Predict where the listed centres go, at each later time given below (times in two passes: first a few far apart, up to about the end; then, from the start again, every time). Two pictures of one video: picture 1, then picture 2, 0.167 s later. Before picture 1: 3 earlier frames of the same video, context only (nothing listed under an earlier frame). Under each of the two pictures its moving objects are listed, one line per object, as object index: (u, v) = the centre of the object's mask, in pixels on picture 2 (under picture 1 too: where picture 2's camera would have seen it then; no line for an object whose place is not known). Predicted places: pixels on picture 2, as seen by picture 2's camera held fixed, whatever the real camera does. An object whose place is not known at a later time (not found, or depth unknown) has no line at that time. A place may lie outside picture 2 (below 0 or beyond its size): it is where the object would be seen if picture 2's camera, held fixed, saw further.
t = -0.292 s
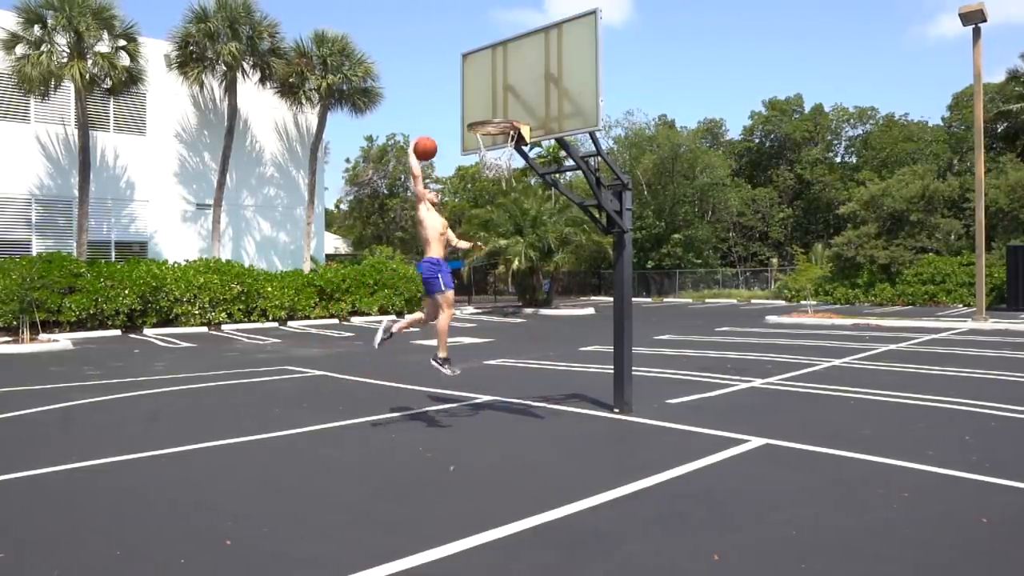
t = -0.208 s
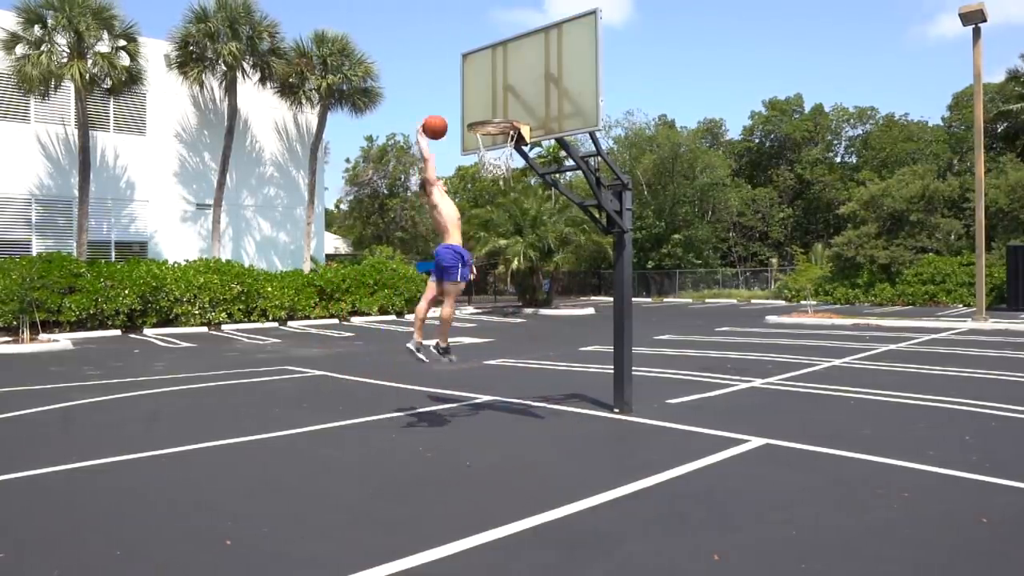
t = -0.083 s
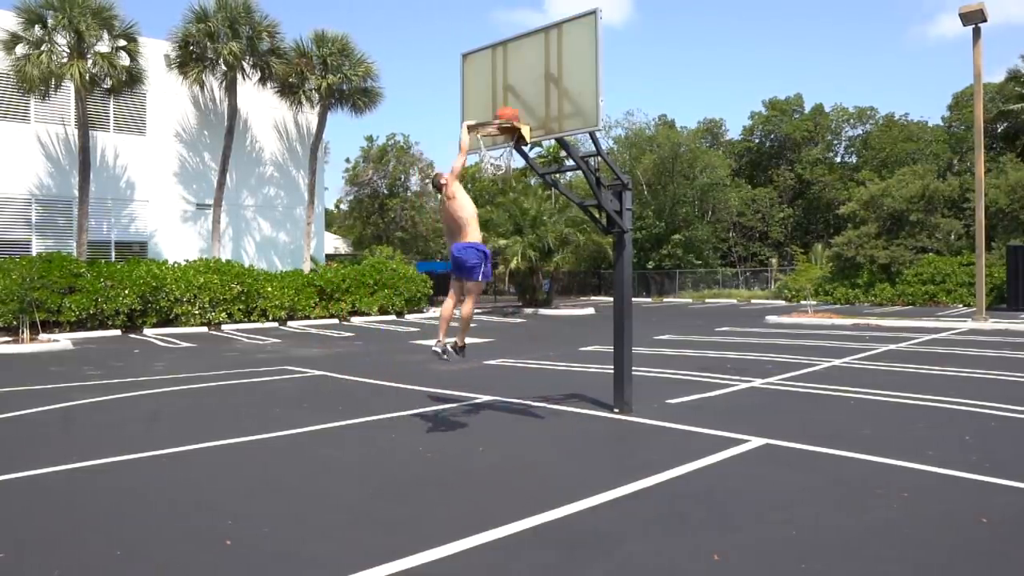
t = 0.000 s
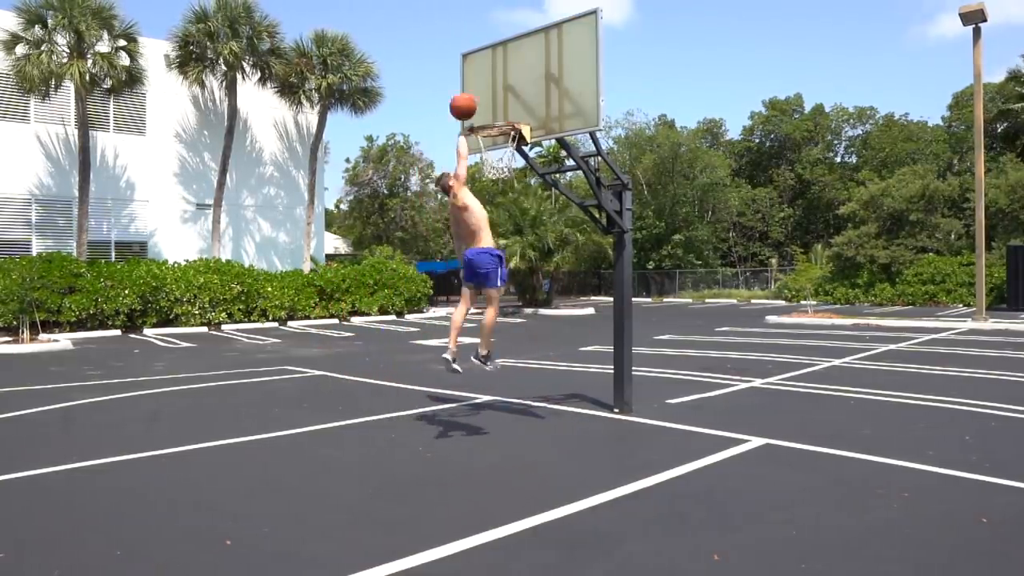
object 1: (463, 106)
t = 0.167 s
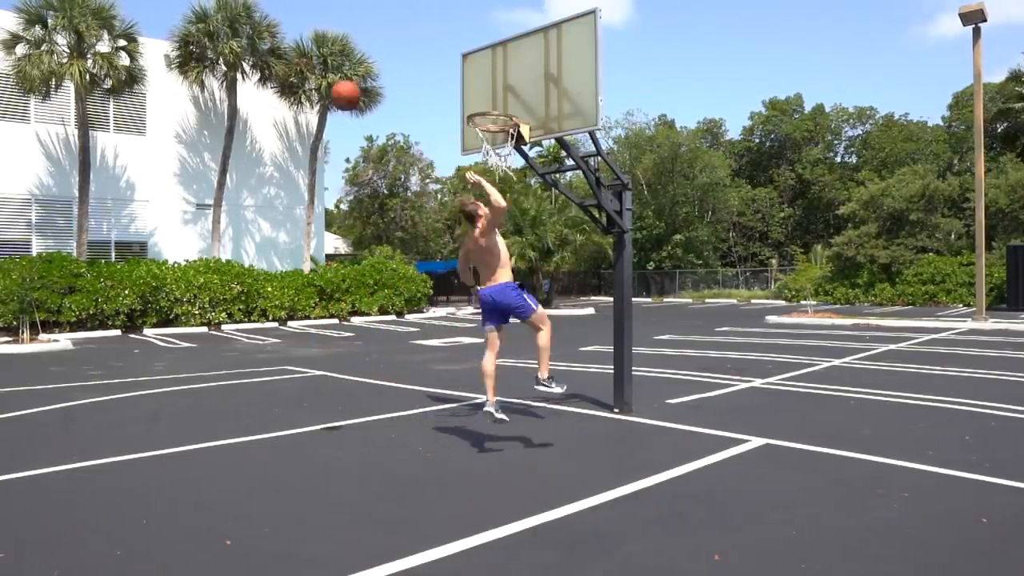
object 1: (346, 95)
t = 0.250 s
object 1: (279, 102)
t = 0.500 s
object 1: (48, 185)
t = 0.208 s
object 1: (314, 97)
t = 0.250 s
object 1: (279, 102)
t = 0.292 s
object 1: (244, 109)
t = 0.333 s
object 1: (208, 118)
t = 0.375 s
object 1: (171, 130)
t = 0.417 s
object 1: (131, 145)
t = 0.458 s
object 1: (90, 163)
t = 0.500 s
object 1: (48, 185)
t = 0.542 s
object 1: (11, 211)
